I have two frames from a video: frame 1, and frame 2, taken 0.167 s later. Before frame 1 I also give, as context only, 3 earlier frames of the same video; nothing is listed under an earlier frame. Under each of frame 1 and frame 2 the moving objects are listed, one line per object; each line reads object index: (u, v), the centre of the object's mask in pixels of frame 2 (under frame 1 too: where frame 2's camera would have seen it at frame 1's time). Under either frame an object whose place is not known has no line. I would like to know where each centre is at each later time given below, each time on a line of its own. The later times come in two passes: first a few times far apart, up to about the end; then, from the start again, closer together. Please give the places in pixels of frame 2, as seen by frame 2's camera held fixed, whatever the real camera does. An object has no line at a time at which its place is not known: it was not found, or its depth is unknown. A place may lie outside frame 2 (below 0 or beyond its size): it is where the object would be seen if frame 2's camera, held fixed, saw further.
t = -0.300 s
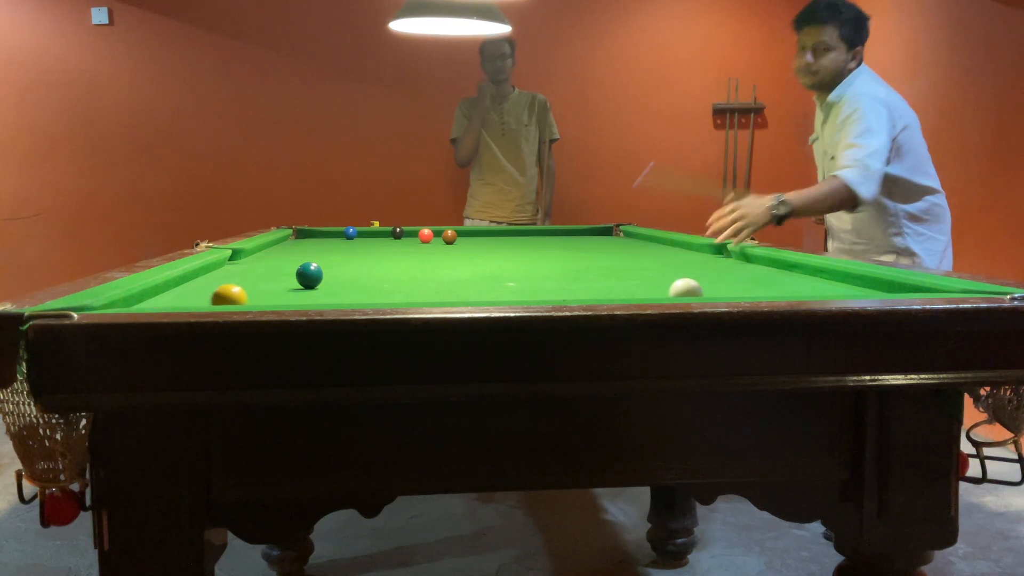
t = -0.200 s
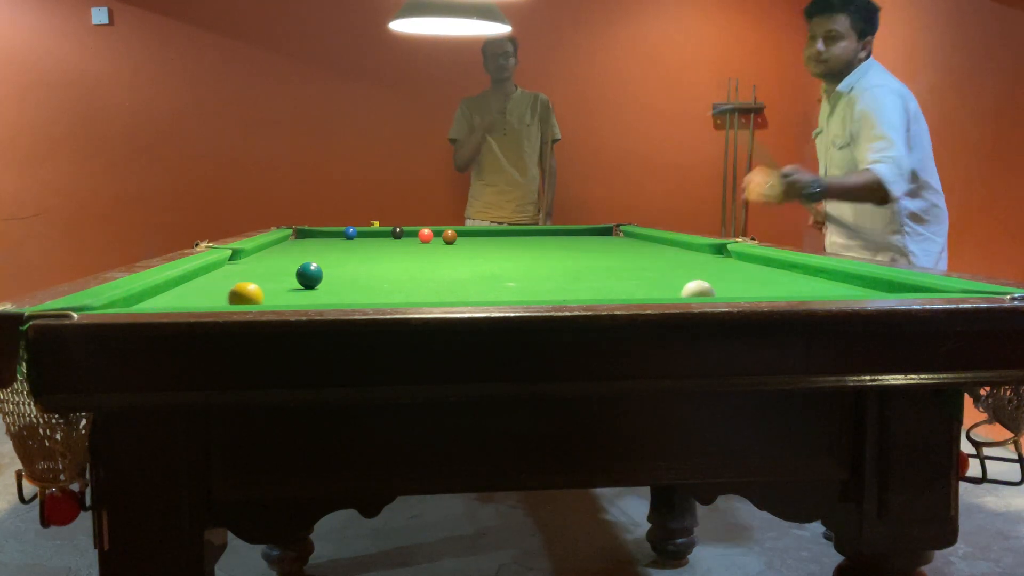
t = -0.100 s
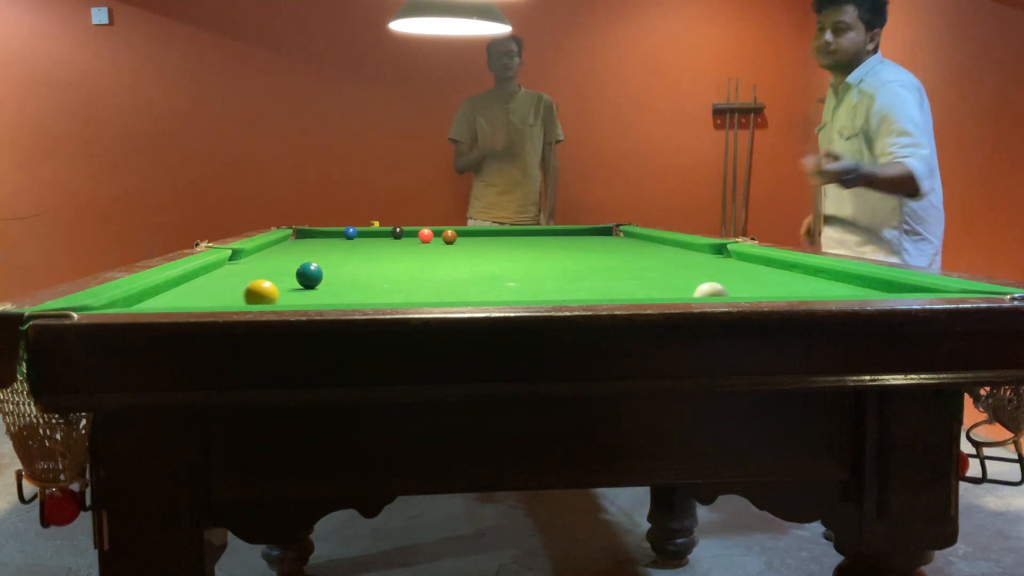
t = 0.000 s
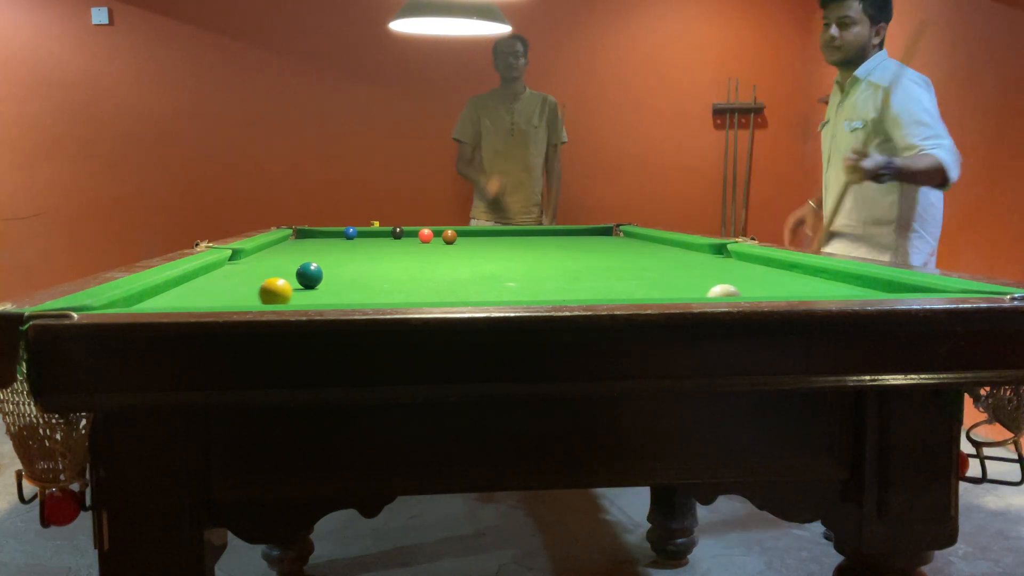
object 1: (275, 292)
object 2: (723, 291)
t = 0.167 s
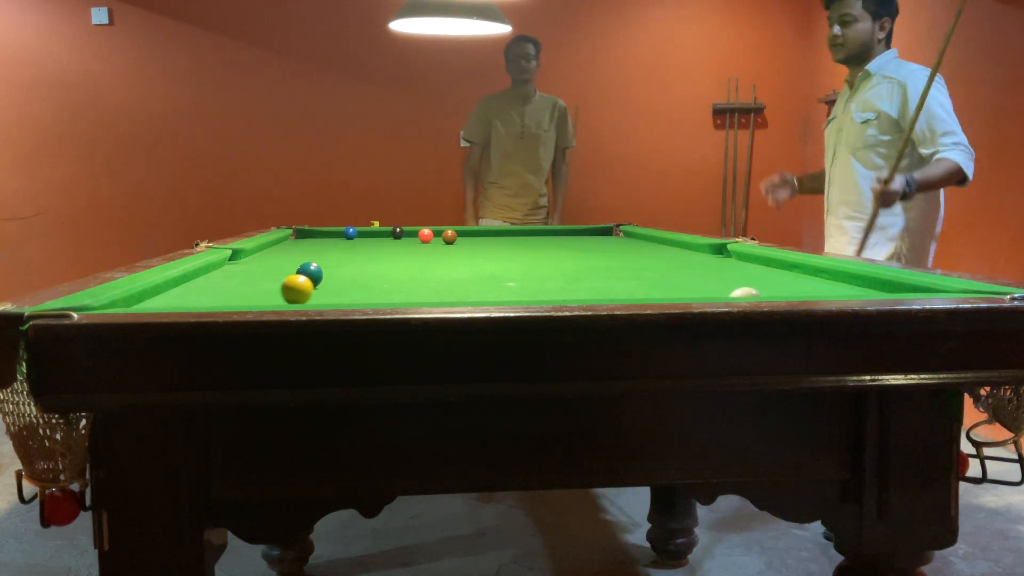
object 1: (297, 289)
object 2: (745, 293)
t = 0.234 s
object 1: (305, 288)
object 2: (749, 292)
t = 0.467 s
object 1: (329, 285)
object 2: (766, 291)
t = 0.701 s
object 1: (349, 281)
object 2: (779, 289)
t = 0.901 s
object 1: (363, 279)
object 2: (787, 288)
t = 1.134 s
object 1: (376, 276)
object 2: (795, 287)
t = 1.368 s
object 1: (387, 274)
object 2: (802, 286)
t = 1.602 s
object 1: (395, 273)
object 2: (808, 286)
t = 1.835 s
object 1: (402, 272)
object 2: (814, 285)
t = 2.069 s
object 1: (408, 271)
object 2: (817, 285)
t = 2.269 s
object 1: (411, 270)
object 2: (818, 285)
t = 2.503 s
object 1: (413, 270)
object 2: (818, 285)
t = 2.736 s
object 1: (413, 270)
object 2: (818, 285)
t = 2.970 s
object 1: (413, 270)
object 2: (817, 285)
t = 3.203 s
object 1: (413, 270)
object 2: (818, 285)
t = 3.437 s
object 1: (413, 270)
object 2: (818, 285)
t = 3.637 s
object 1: (413, 270)
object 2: (817, 285)
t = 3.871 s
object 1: (413, 270)
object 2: (818, 285)
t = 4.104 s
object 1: (413, 270)
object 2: (818, 285)
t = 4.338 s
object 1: (413, 270)
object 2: (818, 285)
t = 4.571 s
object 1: (413, 270)
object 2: (817, 285)
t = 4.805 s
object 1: (413, 270)
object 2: (817, 285)
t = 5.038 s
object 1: (413, 270)
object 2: (817, 285)
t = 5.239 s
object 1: (413, 270)
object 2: (817, 285)
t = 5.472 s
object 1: (413, 270)
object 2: (817, 285)
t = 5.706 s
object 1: (413, 270)
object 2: (817, 285)
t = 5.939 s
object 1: (413, 270)
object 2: (817, 285)
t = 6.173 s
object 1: (413, 270)
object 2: (817, 285)
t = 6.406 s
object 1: (413, 270)
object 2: (817, 285)
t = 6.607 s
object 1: (413, 270)
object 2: (817, 285)
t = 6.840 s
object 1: (413, 270)
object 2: (817, 285)
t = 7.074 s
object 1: (413, 270)
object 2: (818, 285)
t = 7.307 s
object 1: (413, 270)
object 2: (817, 285)
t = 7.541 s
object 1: (413, 270)
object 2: (817, 285)
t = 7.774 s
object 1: (413, 270)
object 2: (818, 285)
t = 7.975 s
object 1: (413, 270)
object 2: (818, 285)
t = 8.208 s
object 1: (413, 270)
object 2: (817, 285)
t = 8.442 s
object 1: (413, 270)
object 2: (818, 285)
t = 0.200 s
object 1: (301, 289)
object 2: (747, 292)
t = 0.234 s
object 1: (305, 288)
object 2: (749, 292)
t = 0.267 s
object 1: (309, 288)
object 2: (752, 292)
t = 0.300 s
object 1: (312, 287)
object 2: (754, 292)
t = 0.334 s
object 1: (316, 287)
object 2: (757, 291)
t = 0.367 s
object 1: (319, 286)
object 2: (759, 291)
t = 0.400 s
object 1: (323, 286)
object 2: (761, 291)
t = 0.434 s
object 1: (326, 285)
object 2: (764, 291)
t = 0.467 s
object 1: (329, 285)
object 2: (766, 291)
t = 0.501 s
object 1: (332, 284)
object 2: (768, 291)
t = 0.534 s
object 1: (335, 283)
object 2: (770, 290)
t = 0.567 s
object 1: (338, 283)
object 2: (772, 290)
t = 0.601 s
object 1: (341, 283)
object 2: (774, 290)
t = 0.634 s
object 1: (344, 282)
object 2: (776, 290)
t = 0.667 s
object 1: (346, 282)
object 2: (777, 290)
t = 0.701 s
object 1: (349, 281)
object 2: (779, 289)
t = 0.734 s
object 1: (351, 281)
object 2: (781, 289)
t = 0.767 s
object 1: (354, 280)
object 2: (782, 289)
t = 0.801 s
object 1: (356, 280)
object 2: (783, 289)
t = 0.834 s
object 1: (359, 279)
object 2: (784, 289)
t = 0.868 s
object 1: (361, 279)
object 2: (786, 289)
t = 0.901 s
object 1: (363, 279)
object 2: (787, 288)
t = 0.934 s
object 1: (365, 278)
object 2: (788, 288)
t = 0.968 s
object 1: (367, 278)
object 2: (790, 288)
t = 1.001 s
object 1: (369, 278)
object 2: (791, 288)
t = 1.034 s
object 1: (371, 277)
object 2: (792, 288)
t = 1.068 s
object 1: (373, 277)
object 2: (793, 288)
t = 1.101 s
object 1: (375, 277)
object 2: (794, 288)
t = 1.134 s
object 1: (376, 276)
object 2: (795, 287)
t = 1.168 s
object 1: (378, 276)
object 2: (796, 287)
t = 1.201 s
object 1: (380, 276)
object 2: (797, 287)
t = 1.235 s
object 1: (381, 275)
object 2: (798, 287)
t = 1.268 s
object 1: (383, 275)
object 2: (799, 287)
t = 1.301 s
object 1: (384, 275)
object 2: (800, 287)
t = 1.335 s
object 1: (386, 275)
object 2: (802, 287)
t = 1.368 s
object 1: (387, 274)
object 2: (802, 286)
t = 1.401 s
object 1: (388, 274)
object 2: (803, 287)
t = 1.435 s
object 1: (390, 274)
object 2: (804, 286)
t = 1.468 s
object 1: (391, 274)
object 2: (805, 286)
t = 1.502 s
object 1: (392, 273)
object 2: (806, 286)
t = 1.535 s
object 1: (393, 273)
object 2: (807, 286)
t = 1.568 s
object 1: (394, 273)
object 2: (807, 286)
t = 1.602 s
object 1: (395, 273)
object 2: (808, 286)
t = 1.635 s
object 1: (396, 273)
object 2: (809, 286)
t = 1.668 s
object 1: (397, 272)
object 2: (810, 286)
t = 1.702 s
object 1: (398, 272)
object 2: (810, 286)
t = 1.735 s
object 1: (399, 272)
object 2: (811, 286)
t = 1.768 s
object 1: (400, 272)
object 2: (812, 286)
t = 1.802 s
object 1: (402, 272)
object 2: (813, 286)
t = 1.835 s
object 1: (402, 272)
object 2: (814, 285)
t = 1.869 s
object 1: (403, 271)
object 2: (814, 285)
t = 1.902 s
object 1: (404, 271)
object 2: (815, 285)
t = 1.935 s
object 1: (405, 271)
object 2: (815, 285)
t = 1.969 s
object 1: (406, 271)
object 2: (816, 285)
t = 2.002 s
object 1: (406, 271)
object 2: (816, 285)
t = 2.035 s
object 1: (407, 271)
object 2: (817, 285)
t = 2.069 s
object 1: (408, 271)
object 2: (817, 285)
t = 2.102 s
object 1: (408, 271)
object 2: (817, 285)
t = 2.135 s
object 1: (409, 271)
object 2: (818, 285)
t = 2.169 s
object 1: (410, 270)
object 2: (818, 285)
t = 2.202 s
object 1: (410, 270)
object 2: (818, 285)
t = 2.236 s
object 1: (411, 270)
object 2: (818, 285)
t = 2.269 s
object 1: (411, 270)
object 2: (818, 285)
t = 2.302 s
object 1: (411, 270)
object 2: (818, 285)
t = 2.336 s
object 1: (412, 270)
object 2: (818, 285)
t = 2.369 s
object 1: (412, 270)
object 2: (818, 285)
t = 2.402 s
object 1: (412, 270)
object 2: (818, 285)
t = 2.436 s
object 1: (412, 270)
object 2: (818, 285)
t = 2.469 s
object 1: (412, 270)
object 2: (818, 285)
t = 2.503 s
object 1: (413, 270)
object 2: (818, 285)
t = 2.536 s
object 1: (413, 270)
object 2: (818, 285)
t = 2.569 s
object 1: (413, 270)
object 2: (818, 285)
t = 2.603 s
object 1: (413, 270)
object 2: (818, 285)
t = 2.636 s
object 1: (413, 270)
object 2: (818, 285)
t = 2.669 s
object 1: (413, 270)
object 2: (818, 285)
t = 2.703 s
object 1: (413, 270)
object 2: (818, 285)
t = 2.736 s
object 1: (413, 270)
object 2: (818, 285)
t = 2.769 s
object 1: (413, 270)
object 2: (818, 285)
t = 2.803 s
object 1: (413, 270)
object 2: (818, 285)
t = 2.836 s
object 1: (413, 270)
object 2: (818, 285)
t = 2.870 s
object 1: (413, 270)
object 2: (818, 285)
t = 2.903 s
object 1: (413, 270)
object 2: (818, 285)
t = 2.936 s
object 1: (413, 270)
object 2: (818, 285)
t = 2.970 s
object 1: (413, 270)
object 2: (817, 285)
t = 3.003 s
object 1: (413, 270)
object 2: (817, 285)
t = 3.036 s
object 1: (413, 270)
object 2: (817, 285)
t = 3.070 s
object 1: (413, 270)
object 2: (817, 285)
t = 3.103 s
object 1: (413, 270)
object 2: (817, 285)
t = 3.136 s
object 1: (413, 270)
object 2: (817, 285)
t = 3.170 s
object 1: (413, 270)
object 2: (817, 285)
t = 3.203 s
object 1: (413, 270)
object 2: (818, 285)
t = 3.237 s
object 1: (413, 270)
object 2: (818, 285)
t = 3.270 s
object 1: (413, 270)
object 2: (818, 285)
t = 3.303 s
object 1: (413, 270)
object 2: (817, 285)
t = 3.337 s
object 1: (413, 270)
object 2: (817, 285)
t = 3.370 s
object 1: (413, 270)
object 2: (818, 285)
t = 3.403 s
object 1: (413, 270)
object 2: (817, 285)
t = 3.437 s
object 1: (413, 270)
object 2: (818, 285)
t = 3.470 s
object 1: (413, 270)
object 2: (818, 285)
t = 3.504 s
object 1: (413, 270)
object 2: (818, 285)
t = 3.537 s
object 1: (413, 270)
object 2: (817, 285)
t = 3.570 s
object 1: (413, 270)
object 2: (818, 285)
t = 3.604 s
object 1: (413, 270)
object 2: (817, 285)
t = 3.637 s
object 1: (413, 270)
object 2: (817, 285)
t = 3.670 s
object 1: (413, 270)
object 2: (818, 285)
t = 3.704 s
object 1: (413, 270)
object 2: (817, 285)
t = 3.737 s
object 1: (413, 270)
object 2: (817, 285)
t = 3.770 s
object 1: (413, 270)
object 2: (817, 285)
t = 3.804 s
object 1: (413, 270)
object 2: (817, 285)
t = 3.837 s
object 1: (413, 270)
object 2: (817, 285)
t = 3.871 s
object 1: (413, 270)
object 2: (818, 285)
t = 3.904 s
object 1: (413, 270)
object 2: (817, 285)
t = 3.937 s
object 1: (413, 270)
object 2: (817, 285)
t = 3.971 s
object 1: (413, 270)
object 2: (817, 285)
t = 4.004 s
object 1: (413, 270)
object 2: (817, 285)
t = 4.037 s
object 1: (413, 270)
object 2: (818, 285)
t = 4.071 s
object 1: (413, 270)
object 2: (818, 285)
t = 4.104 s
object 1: (413, 270)
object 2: (818, 285)
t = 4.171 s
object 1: (413, 270)
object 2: (818, 285)
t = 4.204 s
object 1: (413, 270)
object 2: (817, 285)
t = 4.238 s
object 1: (413, 270)
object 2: (817, 285)
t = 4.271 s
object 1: (413, 270)
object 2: (817, 285)
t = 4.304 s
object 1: (413, 270)
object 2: (817, 285)
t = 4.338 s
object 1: (413, 270)
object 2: (818, 285)
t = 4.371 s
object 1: (413, 270)
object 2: (817, 285)
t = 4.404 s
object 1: (413, 270)
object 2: (817, 285)
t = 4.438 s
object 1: (413, 270)
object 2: (817, 285)
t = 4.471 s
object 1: (413, 270)
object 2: (817, 285)
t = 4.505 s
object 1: (413, 270)
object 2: (817, 285)
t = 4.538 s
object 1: (413, 270)
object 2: (817, 285)
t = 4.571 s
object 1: (413, 270)
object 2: (817, 285)
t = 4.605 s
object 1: (413, 270)
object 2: (817, 285)
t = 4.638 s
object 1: (413, 270)
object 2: (817, 285)
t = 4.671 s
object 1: (413, 270)
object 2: (817, 285)
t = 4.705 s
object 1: (413, 270)
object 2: (817, 285)
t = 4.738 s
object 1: (413, 270)
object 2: (817, 285)
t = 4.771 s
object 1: (413, 270)
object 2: (817, 285)
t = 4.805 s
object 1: (413, 270)
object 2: (817, 285)
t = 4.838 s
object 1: (413, 270)
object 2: (817, 285)
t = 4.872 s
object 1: (413, 270)
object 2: (817, 285)
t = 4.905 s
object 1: (413, 270)
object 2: (817, 285)
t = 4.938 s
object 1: (413, 270)
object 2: (817, 285)
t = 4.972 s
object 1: (413, 270)
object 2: (817, 285)
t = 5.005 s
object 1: (413, 270)
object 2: (818, 285)
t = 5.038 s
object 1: (413, 270)
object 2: (817, 285)
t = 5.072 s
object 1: (413, 270)
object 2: (817, 285)
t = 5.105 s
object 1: (413, 270)
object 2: (817, 285)
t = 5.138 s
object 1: (413, 270)
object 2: (817, 285)
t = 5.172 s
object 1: (413, 270)
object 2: (818, 285)
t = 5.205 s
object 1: (413, 270)
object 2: (817, 285)
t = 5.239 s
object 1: (413, 270)
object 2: (817, 285)
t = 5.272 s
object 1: (413, 270)
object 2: (817, 285)
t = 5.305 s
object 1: (413, 270)
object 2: (818, 285)
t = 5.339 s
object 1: (413, 270)
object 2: (818, 285)
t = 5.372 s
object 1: (413, 270)
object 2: (817, 285)
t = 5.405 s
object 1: (413, 270)
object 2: (817, 285)
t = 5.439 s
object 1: (413, 270)
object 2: (817, 285)
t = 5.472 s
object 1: (413, 270)
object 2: (817, 285)
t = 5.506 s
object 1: (413, 270)
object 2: (817, 285)
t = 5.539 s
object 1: (413, 270)
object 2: (817, 285)
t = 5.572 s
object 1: (413, 270)
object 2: (817, 285)
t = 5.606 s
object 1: (413, 270)
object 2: (817, 285)
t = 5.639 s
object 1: (413, 270)
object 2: (817, 285)
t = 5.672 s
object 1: (413, 270)
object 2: (817, 285)
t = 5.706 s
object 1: (413, 270)
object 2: (817, 285)
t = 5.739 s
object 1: (413, 270)
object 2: (817, 285)
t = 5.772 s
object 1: (413, 270)
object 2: (817, 285)
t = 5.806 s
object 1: (413, 270)
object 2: (817, 285)
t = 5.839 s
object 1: (413, 270)
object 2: (817, 285)
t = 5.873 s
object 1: (413, 270)
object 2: (817, 285)
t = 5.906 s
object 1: (413, 270)
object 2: (817, 285)
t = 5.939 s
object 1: (413, 270)
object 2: (817, 285)
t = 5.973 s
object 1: (413, 270)
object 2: (817, 285)
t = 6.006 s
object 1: (413, 270)
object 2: (817, 285)
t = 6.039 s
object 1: (413, 270)
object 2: (817, 285)
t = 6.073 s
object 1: (413, 270)
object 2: (817, 285)
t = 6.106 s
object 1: (413, 270)
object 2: (817, 285)
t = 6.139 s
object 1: (413, 270)
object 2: (817, 285)
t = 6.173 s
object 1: (413, 270)
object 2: (817, 285)
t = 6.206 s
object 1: (413, 270)
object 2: (817, 285)
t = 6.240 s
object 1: (413, 270)
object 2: (817, 285)
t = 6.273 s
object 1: (413, 270)
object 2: (817, 285)
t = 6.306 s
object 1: (413, 270)
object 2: (817, 285)
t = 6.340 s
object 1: (413, 270)
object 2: (817, 285)
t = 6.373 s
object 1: (413, 270)
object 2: (817, 285)
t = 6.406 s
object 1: (413, 270)
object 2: (817, 285)
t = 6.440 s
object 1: (413, 270)
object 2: (817, 285)
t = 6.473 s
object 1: (413, 270)
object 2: (817, 285)
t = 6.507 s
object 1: (413, 270)
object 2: (817, 285)
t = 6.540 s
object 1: (413, 270)
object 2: (817, 285)
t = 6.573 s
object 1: (413, 270)
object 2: (817, 285)
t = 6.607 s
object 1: (413, 270)
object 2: (817, 285)
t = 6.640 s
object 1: (413, 270)
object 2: (817, 285)
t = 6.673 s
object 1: (413, 270)
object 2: (817, 285)
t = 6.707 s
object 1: (413, 270)
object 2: (817, 285)
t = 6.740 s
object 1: (413, 270)
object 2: (818, 285)
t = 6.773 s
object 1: (413, 270)
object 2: (818, 285)
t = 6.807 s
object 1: (413, 270)
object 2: (817, 285)
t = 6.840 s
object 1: (413, 270)
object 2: (817, 285)
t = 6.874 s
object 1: (413, 270)
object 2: (817, 285)
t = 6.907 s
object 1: (413, 270)
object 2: (817, 285)
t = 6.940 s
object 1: (413, 270)
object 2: (817, 285)
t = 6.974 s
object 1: (413, 270)
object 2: (817, 285)
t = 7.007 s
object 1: (413, 270)
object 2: (817, 285)
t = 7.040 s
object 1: (413, 270)
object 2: (817, 285)
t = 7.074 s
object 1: (413, 270)
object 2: (818, 285)
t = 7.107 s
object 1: (413, 270)
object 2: (817, 285)
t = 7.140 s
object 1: (413, 270)
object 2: (817, 285)
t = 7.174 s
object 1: (413, 270)
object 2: (817, 285)
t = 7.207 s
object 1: (413, 270)
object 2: (817, 285)
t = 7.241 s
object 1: (413, 270)
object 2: (817, 285)
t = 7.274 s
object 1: (413, 270)
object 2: (817, 285)
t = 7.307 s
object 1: (413, 270)
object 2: (817, 285)
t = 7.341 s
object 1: (413, 270)
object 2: (818, 285)
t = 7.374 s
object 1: (413, 270)
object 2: (817, 285)
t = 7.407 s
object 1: (413, 270)
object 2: (817, 285)
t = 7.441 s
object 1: (413, 270)
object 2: (817, 285)
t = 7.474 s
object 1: (413, 270)
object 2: (817, 285)
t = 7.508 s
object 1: (413, 270)
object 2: (817, 285)
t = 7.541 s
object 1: (413, 270)
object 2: (817, 285)
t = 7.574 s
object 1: (413, 270)
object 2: (817, 285)
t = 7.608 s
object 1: (413, 270)
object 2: (817, 285)
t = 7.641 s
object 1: (413, 270)
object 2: (818, 285)
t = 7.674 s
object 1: (413, 270)
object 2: (817, 285)
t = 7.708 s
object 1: (413, 270)
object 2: (817, 285)
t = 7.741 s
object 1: (413, 270)
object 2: (817, 285)
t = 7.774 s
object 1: (413, 270)
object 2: (818, 285)
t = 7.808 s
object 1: (413, 270)
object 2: (818, 285)
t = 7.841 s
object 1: (413, 270)
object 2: (817, 285)
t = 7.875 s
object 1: (413, 270)
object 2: (818, 285)
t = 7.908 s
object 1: (413, 270)
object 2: (817, 285)
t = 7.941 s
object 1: (413, 270)
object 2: (817, 285)
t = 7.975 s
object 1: (413, 270)
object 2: (818, 285)
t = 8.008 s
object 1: (413, 270)
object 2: (817, 285)
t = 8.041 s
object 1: (413, 270)
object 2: (818, 285)
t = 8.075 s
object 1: (413, 270)
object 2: (817, 285)
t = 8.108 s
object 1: (413, 270)
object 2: (817, 285)
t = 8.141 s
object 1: (413, 270)
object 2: (817, 285)
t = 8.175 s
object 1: (413, 270)
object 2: (817, 285)
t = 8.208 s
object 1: (413, 270)
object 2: (817, 285)
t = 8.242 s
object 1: (413, 270)
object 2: (817, 285)
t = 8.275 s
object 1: (413, 270)
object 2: (817, 285)
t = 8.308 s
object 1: (413, 270)
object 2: (817, 285)
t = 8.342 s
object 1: (413, 270)
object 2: (817, 285)
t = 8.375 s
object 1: (413, 270)
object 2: (817, 285)
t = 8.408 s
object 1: (413, 270)
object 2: (817, 285)
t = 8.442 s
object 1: (413, 270)
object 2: (818, 285)
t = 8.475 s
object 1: (413, 270)
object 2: (818, 285)
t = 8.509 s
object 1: (413, 270)
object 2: (817, 285)
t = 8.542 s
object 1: (413, 270)
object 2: (817, 285)
